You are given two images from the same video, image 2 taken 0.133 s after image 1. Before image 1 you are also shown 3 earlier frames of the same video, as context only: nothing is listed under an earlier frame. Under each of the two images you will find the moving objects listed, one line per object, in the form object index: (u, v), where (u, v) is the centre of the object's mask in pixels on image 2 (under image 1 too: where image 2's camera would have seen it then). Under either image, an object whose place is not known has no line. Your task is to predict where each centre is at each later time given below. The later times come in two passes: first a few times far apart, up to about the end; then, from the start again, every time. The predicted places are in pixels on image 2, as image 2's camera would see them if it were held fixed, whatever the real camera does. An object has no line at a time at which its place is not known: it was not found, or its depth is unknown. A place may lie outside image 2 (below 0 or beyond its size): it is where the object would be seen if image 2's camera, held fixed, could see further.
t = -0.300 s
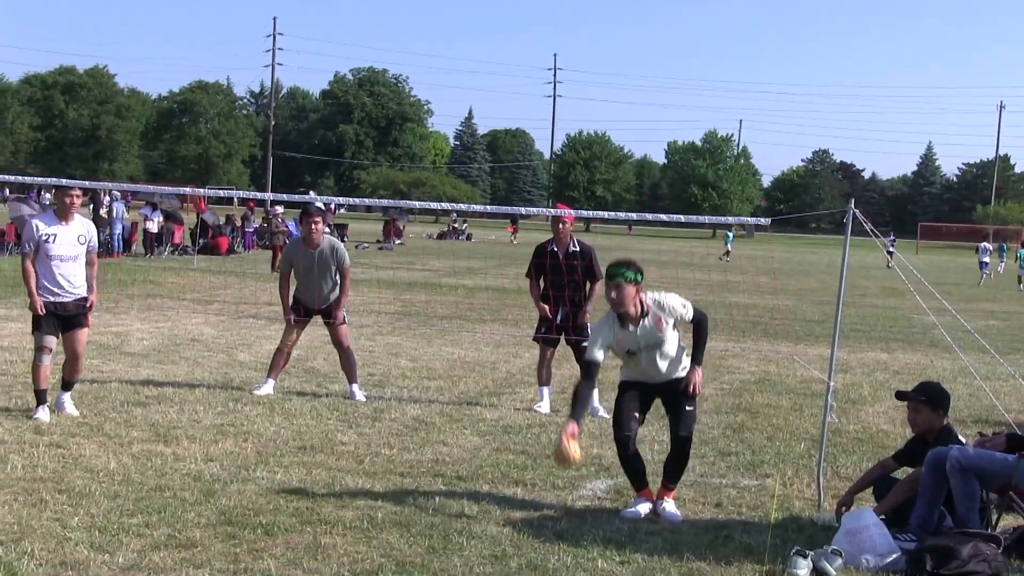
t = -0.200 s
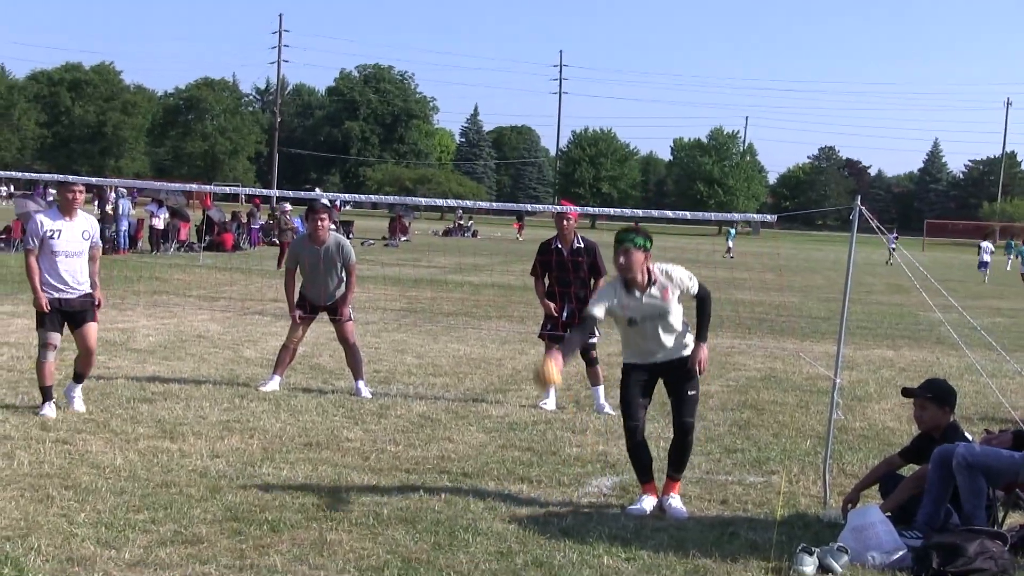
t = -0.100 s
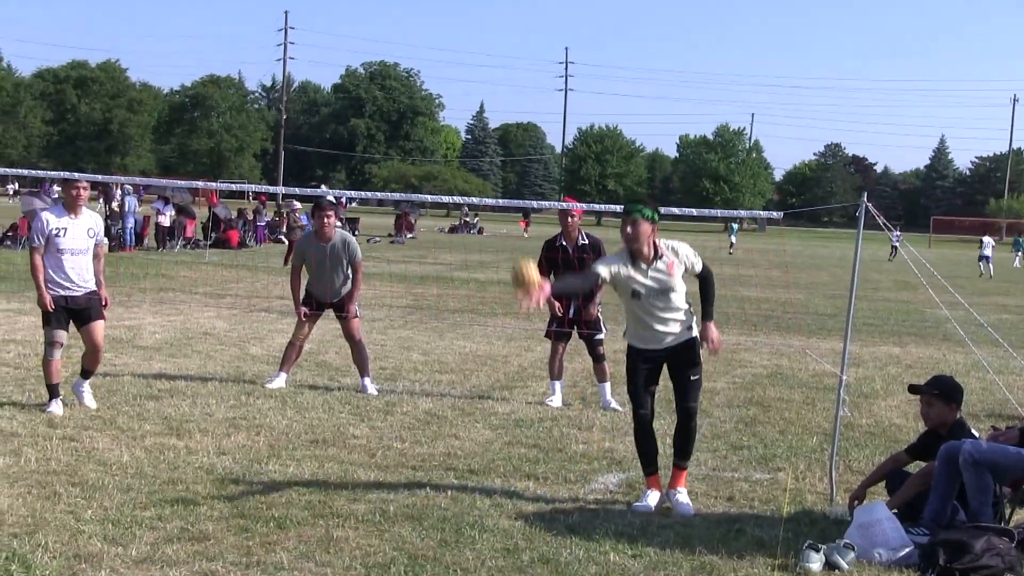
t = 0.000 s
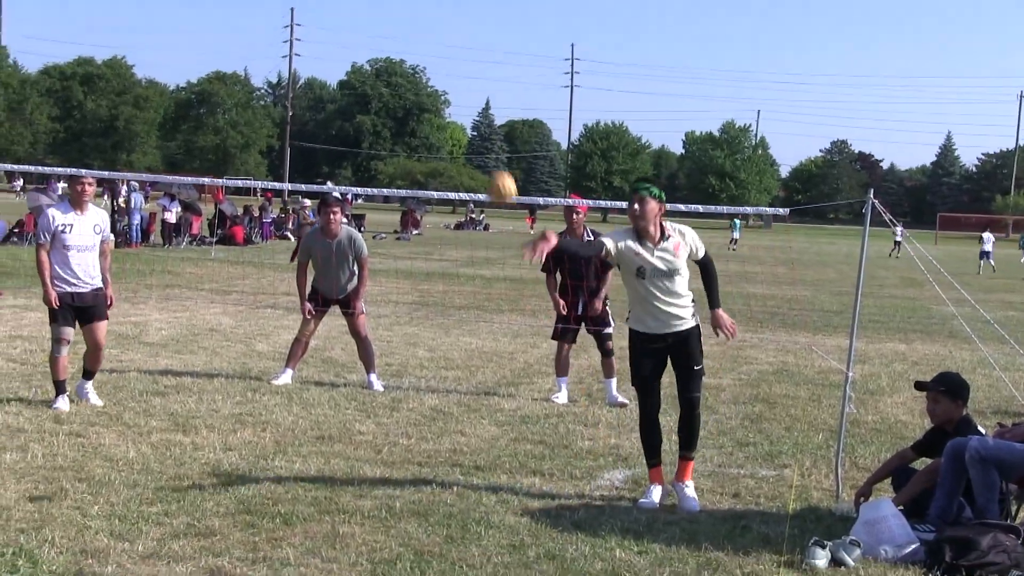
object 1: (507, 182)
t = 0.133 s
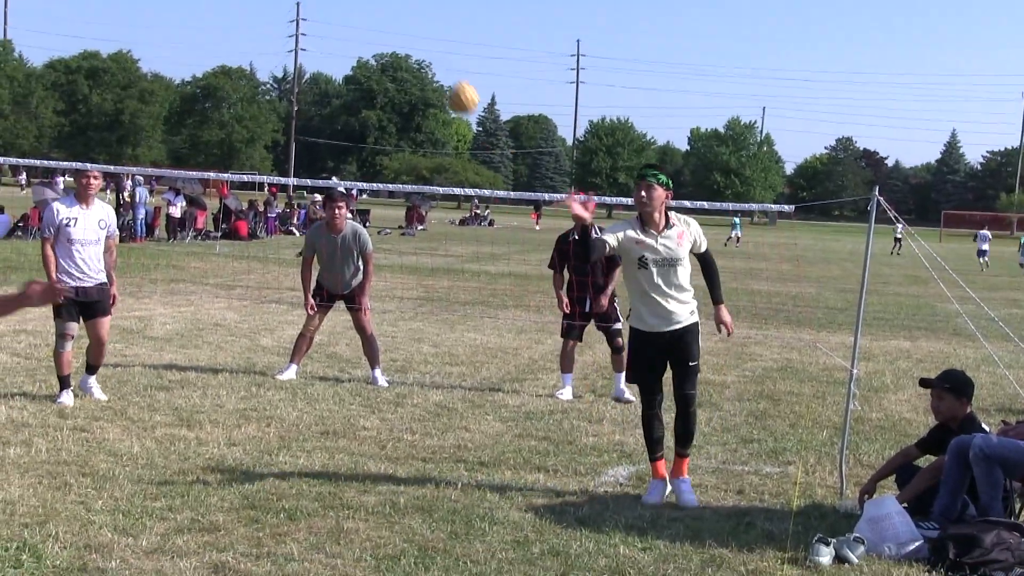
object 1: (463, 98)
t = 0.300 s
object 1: (400, 40)
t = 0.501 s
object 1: (307, 59)
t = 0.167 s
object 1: (451, 82)
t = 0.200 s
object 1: (439, 68)
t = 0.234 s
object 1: (425, 56)
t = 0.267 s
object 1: (413, 46)
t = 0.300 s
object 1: (400, 40)
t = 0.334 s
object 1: (385, 36)
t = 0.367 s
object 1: (371, 34)
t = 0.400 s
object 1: (356, 36)
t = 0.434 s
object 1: (340, 41)
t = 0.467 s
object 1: (324, 49)
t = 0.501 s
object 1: (307, 59)
